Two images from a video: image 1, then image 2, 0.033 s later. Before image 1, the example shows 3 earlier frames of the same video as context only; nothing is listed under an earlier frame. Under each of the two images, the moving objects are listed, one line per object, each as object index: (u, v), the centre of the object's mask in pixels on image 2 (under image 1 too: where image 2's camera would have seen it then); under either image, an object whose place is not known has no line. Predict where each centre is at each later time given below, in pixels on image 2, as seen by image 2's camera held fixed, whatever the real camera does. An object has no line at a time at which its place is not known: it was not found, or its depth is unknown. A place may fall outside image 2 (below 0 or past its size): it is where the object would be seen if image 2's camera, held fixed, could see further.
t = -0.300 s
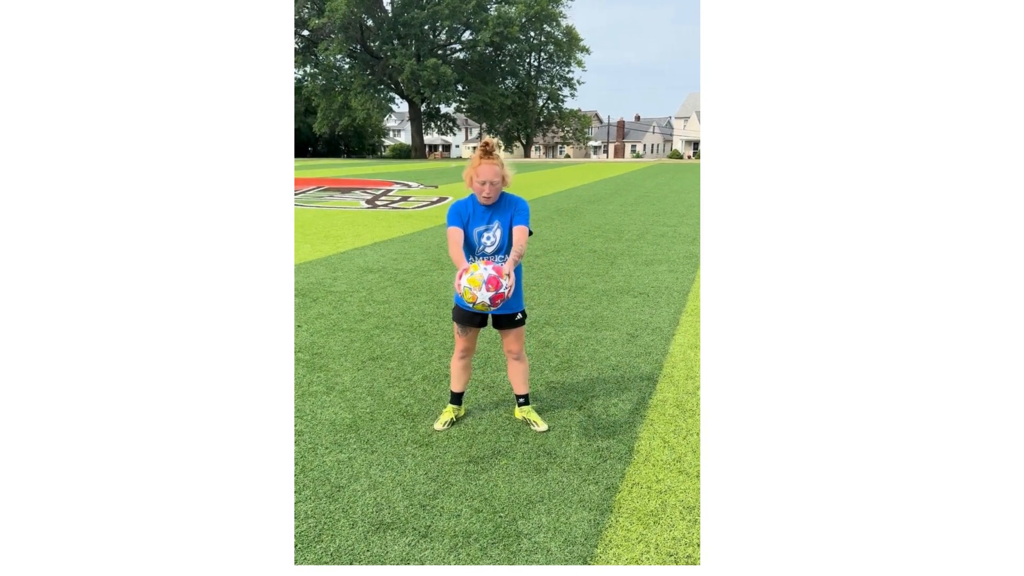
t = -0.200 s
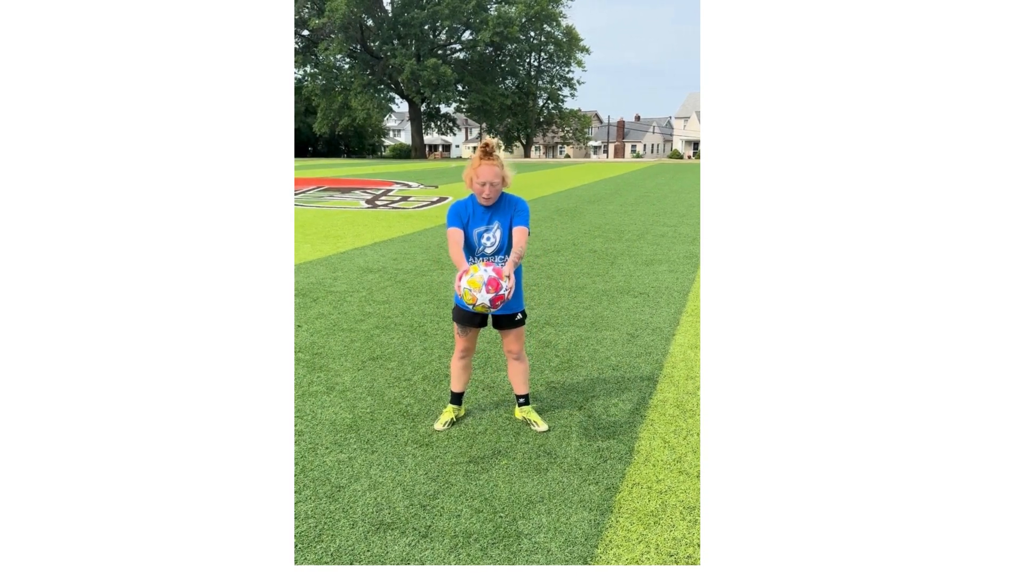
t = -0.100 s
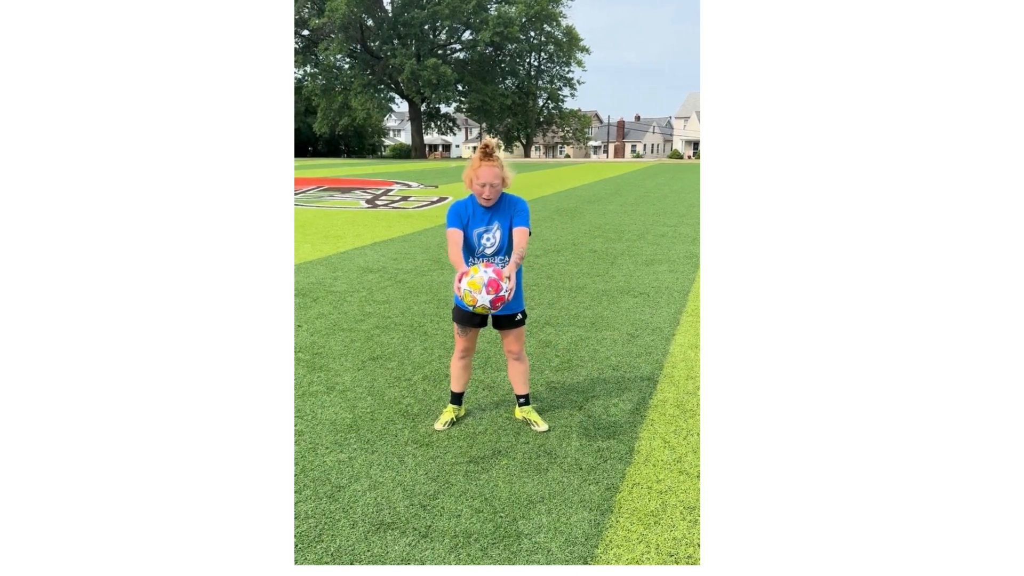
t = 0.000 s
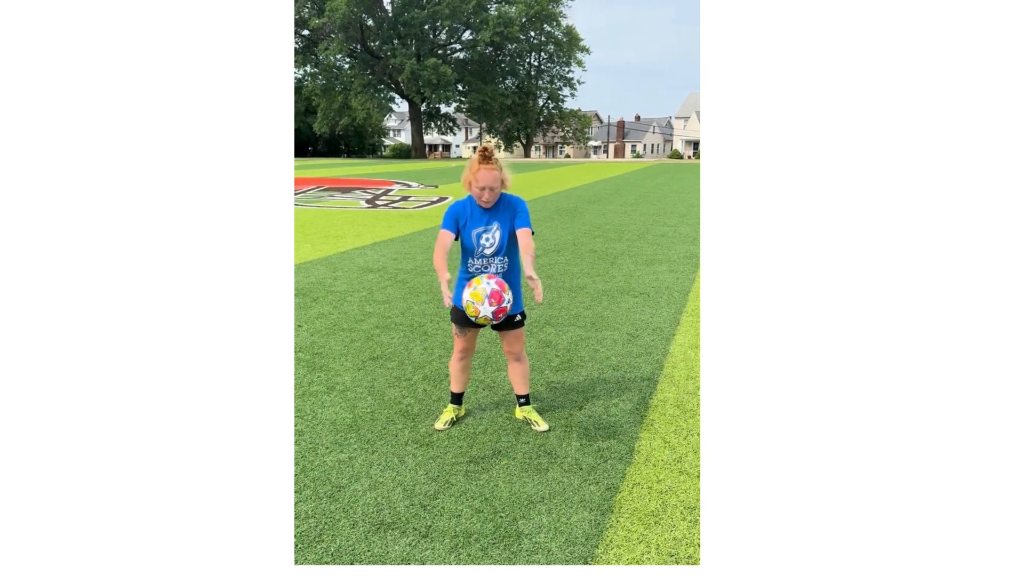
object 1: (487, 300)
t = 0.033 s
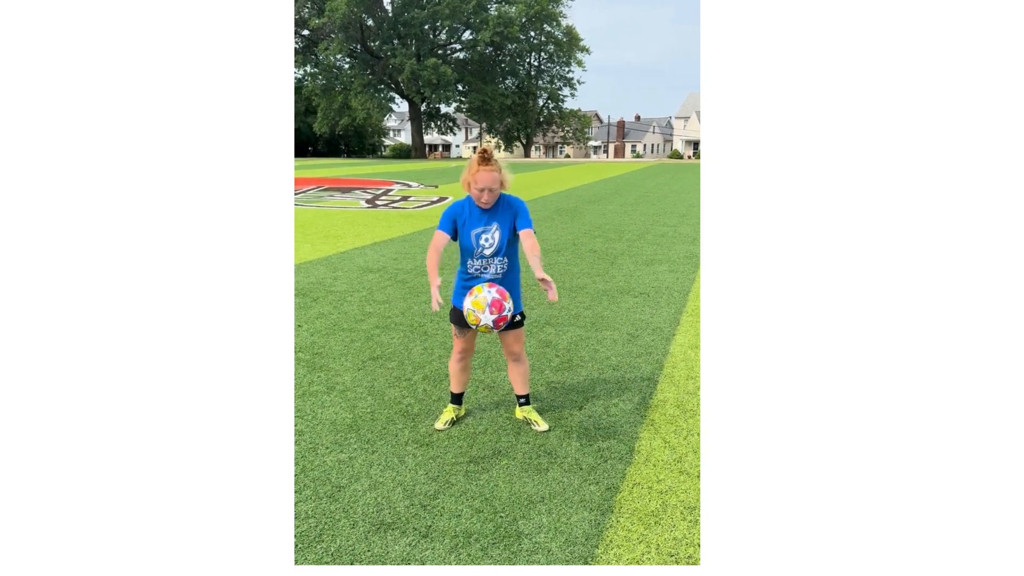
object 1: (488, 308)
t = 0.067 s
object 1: (489, 318)
